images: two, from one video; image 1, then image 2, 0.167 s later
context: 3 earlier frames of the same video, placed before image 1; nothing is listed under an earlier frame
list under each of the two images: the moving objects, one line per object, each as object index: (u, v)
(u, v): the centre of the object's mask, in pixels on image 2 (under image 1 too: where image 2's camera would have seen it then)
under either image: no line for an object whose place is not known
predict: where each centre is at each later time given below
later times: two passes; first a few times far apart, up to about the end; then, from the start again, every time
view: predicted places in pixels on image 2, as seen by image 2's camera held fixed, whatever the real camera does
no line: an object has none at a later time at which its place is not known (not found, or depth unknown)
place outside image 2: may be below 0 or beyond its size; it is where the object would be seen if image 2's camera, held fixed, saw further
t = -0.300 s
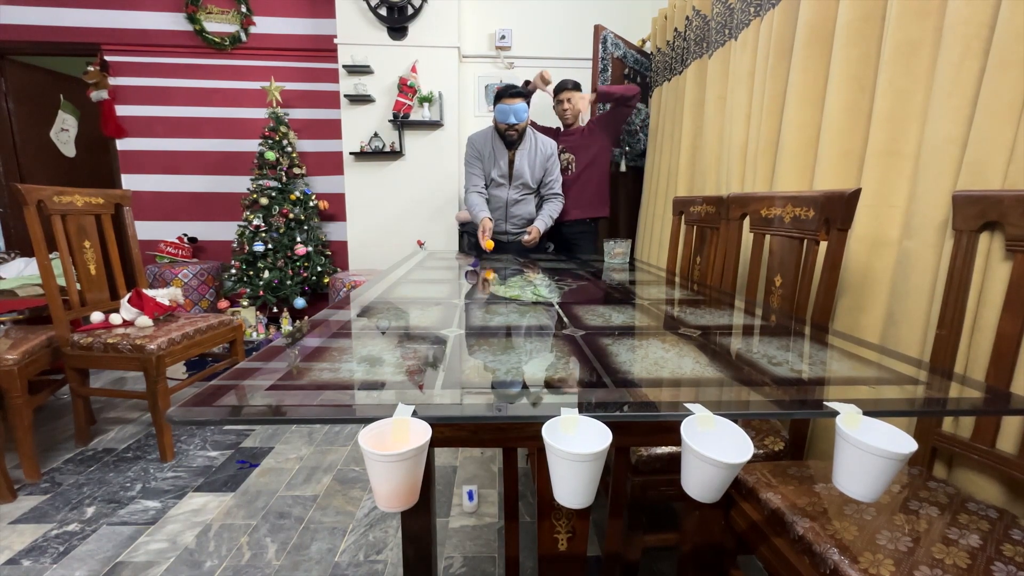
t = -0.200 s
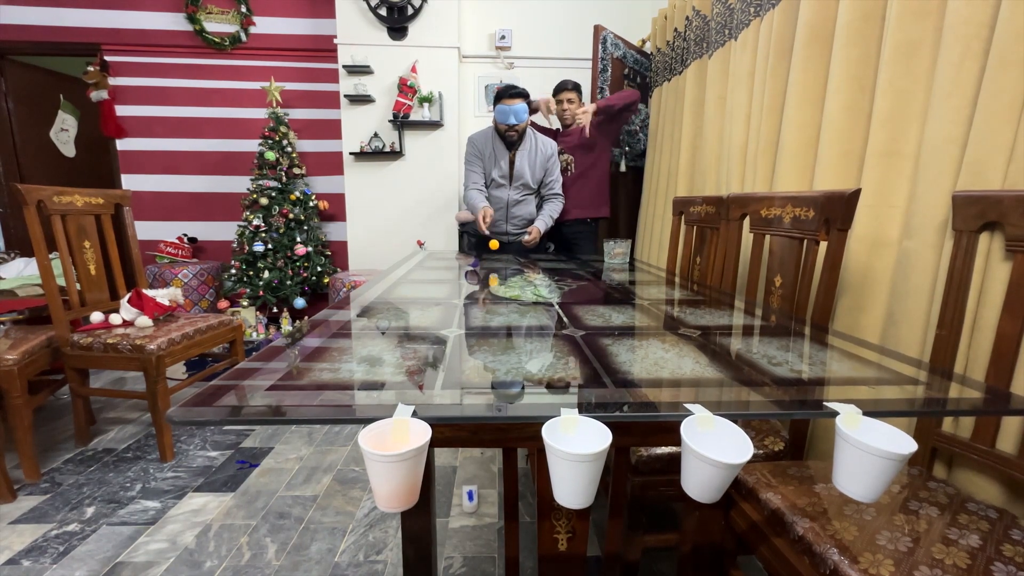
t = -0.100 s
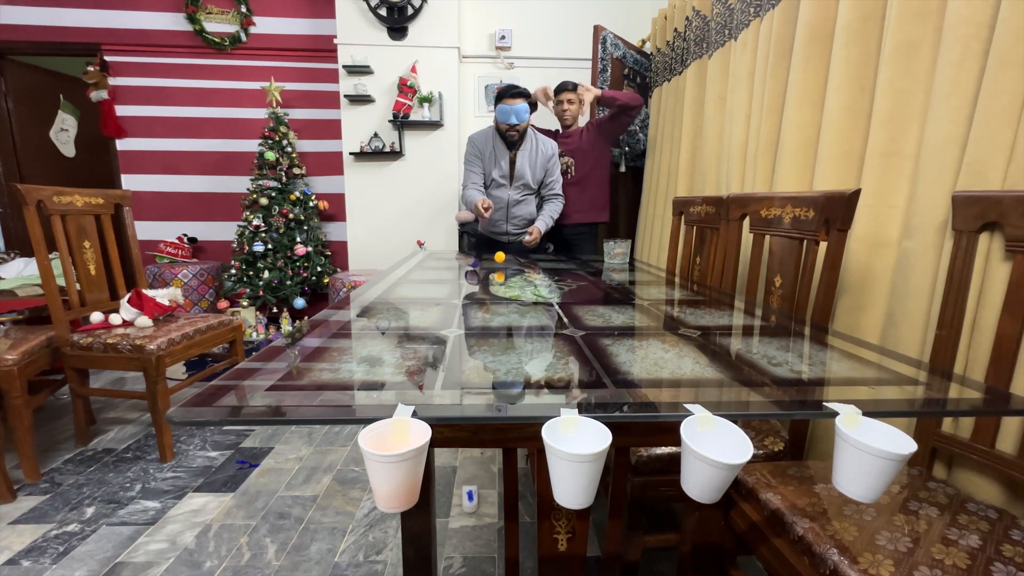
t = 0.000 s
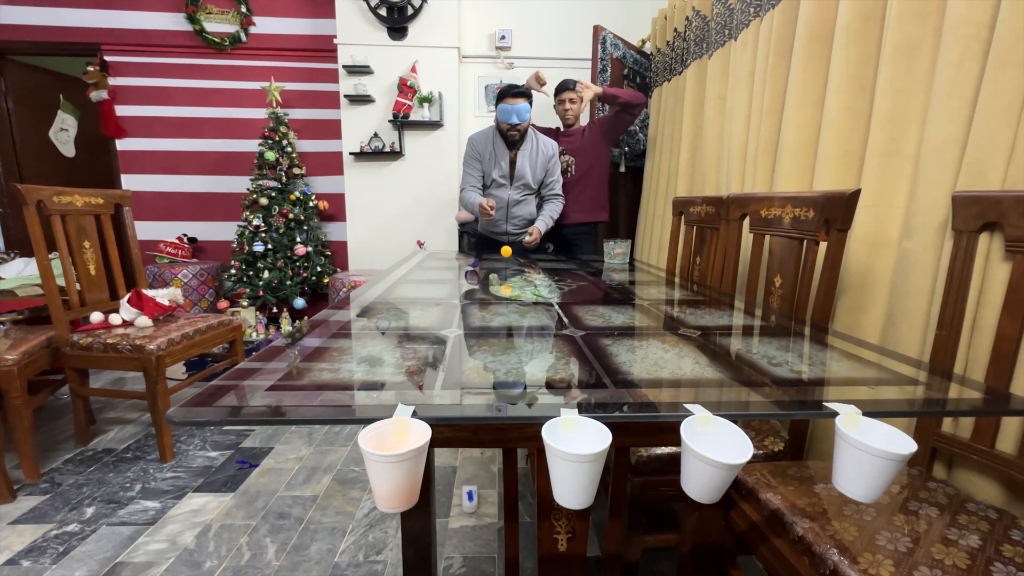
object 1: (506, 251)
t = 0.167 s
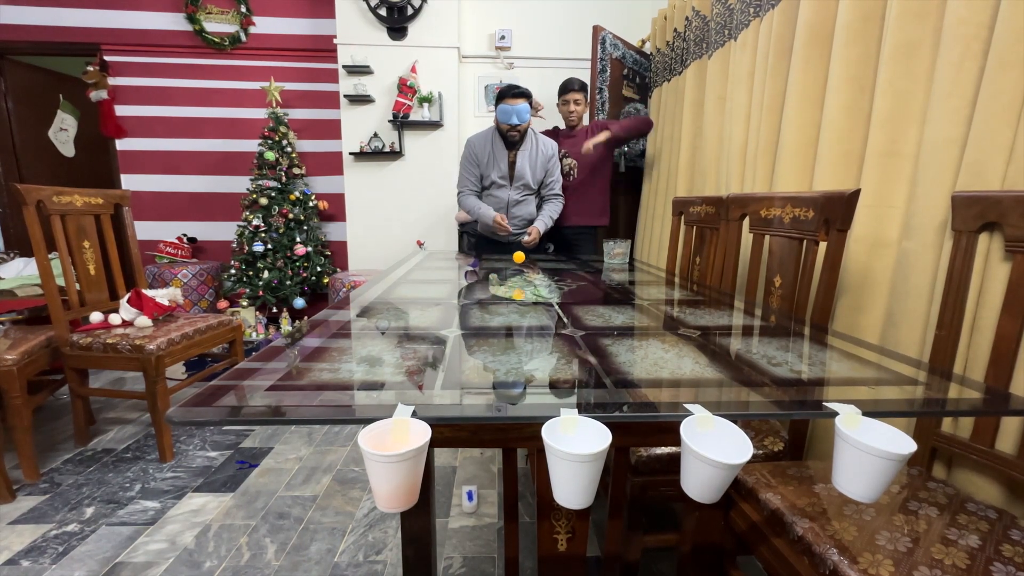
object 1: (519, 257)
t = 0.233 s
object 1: (525, 262)
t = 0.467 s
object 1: (552, 277)
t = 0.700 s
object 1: (585, 278)
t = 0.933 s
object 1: (624, 291)
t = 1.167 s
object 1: (667, 304)
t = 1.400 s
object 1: (718, 319)
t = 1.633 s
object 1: (781, 335)
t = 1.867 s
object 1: (860, 353)
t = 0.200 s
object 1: (522, 257)
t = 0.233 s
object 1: (525, 262)
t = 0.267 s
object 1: (528, 269)
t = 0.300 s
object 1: (531, 270)
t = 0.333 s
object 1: (535, 265)
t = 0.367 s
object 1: (539, 264)
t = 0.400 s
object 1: (543, 266)
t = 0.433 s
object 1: (547, 272)
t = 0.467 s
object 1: (552, 277)
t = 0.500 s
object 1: (556, 272)
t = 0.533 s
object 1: (561, 271)
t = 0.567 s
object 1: (565, 272)
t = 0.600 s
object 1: (570, 278)
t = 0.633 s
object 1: (575, 282)
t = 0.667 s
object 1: (580, 278)
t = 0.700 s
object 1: (585, 278)
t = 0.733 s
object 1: (590, 282)
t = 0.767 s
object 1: (595, 288)
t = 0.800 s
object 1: (601, 285)
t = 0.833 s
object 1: (607, 286)
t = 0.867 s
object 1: (613, 292)
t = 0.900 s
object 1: (619, 290)
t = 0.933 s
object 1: (624, 291)
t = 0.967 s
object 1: (629, 295)
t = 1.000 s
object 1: (636, 296)
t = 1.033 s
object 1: (642, 297)
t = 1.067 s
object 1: (649, 301)
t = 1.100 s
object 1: (655, 300)
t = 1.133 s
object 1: (661, 304)
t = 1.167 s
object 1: (667, 304)
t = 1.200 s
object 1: (674, 307)
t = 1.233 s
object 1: (681, 308)
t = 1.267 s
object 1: (689, 312)
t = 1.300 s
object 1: (696, 313)
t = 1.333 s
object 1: (703, 315)
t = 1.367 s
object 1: (710, 317)
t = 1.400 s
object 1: (718, 319)
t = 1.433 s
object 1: (727, 321)
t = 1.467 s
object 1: (736, 324)
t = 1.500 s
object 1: (745, 326)
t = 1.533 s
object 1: (754, 328)
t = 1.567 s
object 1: (763, 331)
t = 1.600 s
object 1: (772, 333)
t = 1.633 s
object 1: (781, 335)
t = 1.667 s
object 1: (791, 337)
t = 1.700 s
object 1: (802, 340)
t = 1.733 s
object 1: (813, 343)
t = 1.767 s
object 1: (825, 346)
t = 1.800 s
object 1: (837, 348)
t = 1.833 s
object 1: (848, 351)
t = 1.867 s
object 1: (860, 353)
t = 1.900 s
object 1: (872, 356)
